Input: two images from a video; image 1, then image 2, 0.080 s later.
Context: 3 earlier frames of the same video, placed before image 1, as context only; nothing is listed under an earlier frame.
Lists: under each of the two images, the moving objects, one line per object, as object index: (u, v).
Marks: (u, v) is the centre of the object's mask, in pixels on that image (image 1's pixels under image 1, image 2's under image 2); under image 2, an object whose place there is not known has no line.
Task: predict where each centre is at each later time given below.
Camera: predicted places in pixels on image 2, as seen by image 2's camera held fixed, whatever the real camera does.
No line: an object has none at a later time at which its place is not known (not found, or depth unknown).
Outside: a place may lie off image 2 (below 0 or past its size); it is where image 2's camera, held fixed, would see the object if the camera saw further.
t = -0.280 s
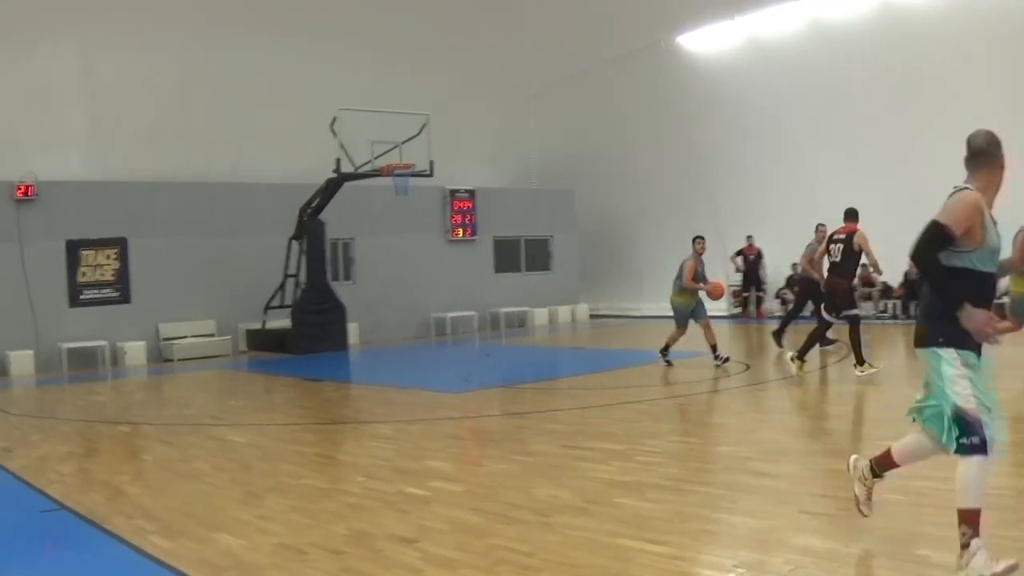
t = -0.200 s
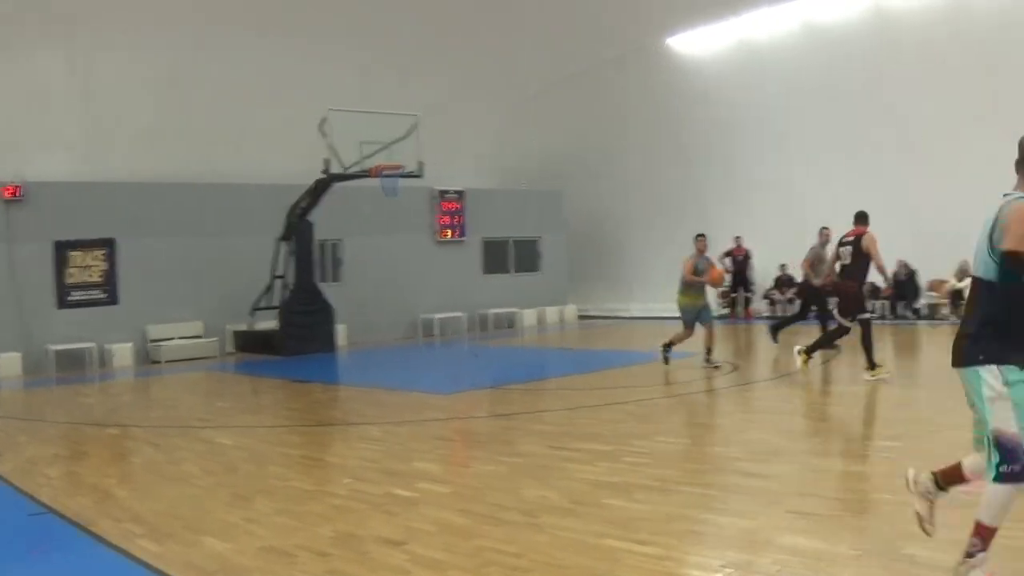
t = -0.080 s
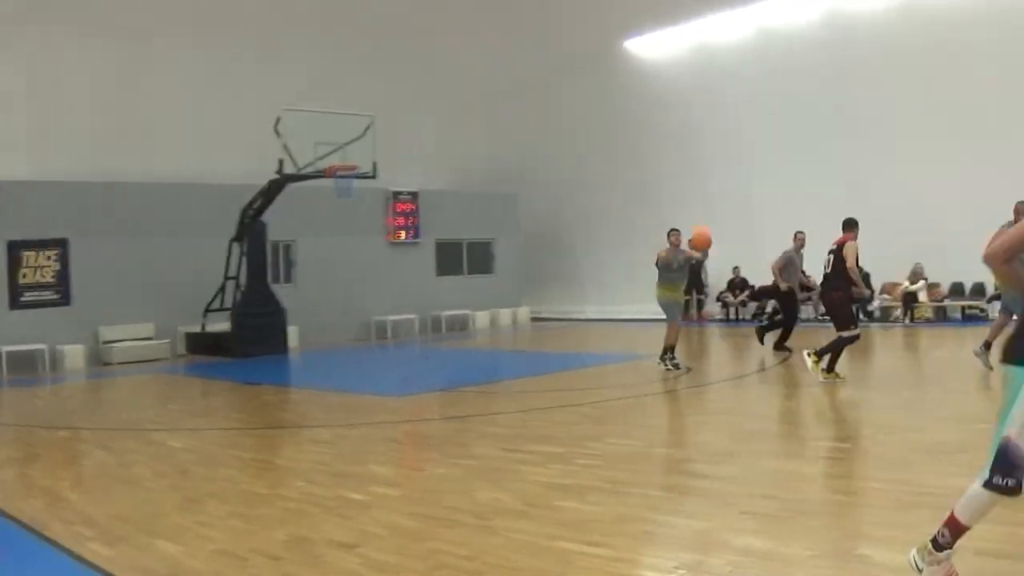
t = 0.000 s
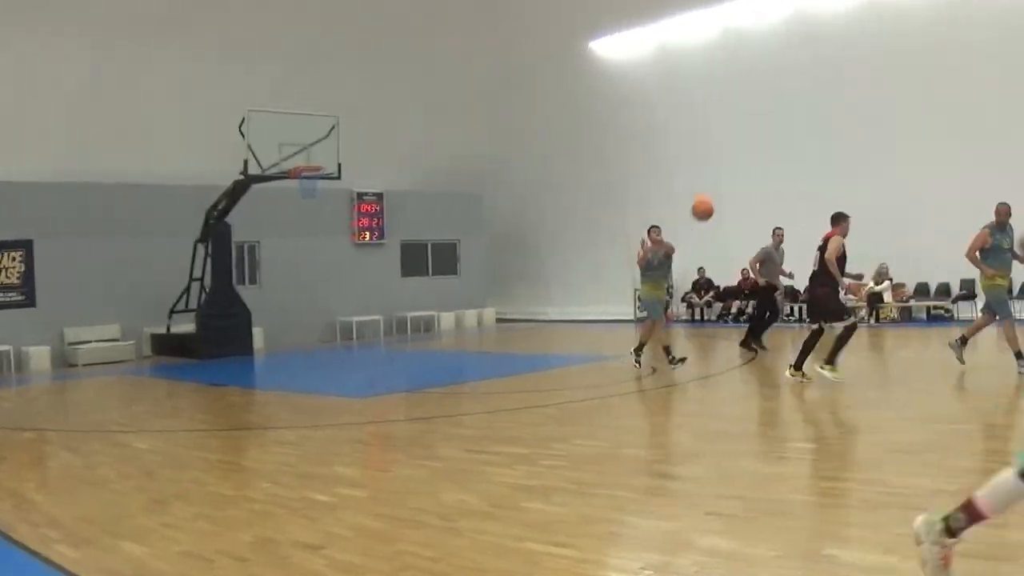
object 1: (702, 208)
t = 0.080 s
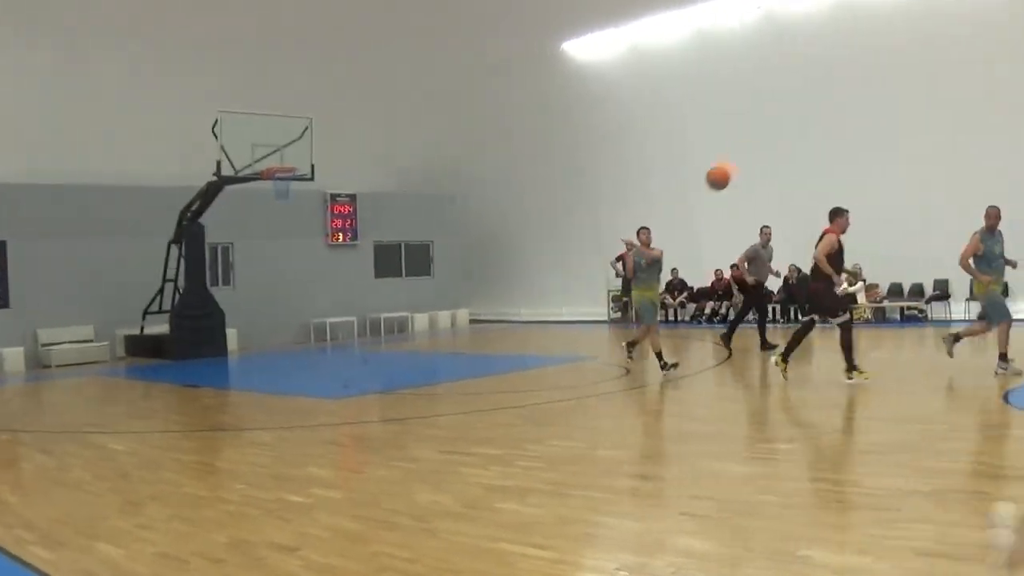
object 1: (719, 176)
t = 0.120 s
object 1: (740, 158)
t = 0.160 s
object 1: (761, 143)
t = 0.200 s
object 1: (789, 127)
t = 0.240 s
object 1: (817, 111)
